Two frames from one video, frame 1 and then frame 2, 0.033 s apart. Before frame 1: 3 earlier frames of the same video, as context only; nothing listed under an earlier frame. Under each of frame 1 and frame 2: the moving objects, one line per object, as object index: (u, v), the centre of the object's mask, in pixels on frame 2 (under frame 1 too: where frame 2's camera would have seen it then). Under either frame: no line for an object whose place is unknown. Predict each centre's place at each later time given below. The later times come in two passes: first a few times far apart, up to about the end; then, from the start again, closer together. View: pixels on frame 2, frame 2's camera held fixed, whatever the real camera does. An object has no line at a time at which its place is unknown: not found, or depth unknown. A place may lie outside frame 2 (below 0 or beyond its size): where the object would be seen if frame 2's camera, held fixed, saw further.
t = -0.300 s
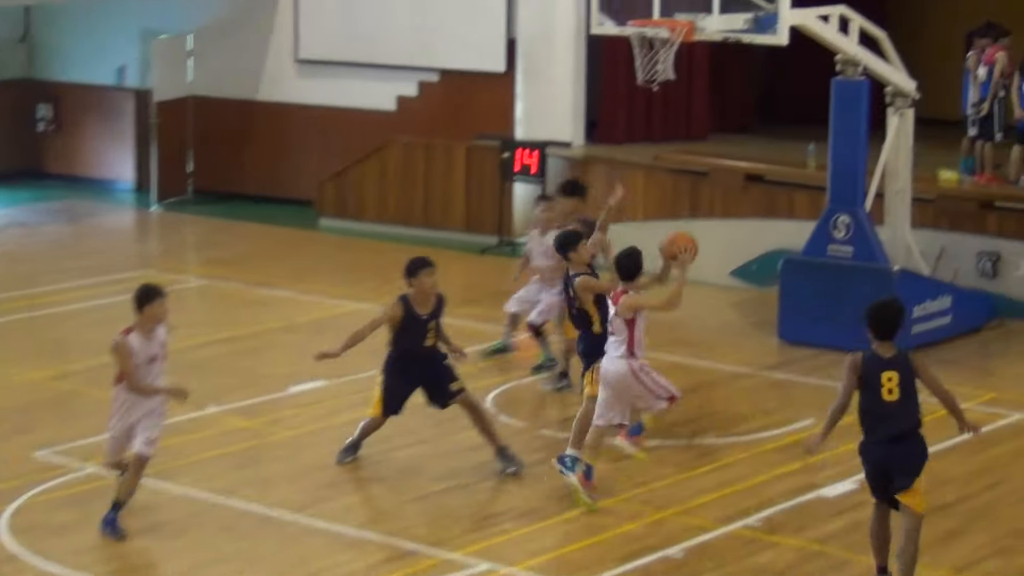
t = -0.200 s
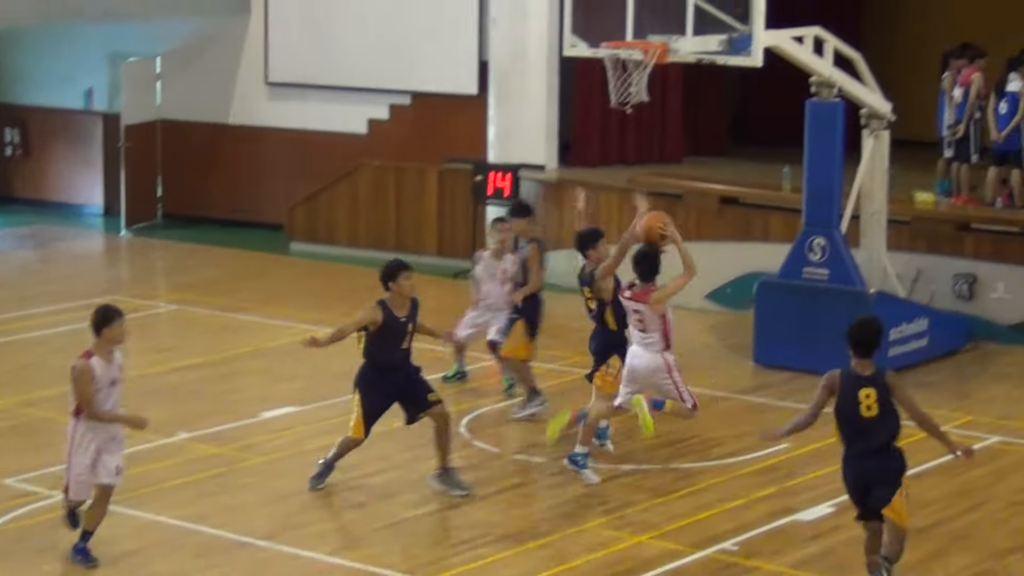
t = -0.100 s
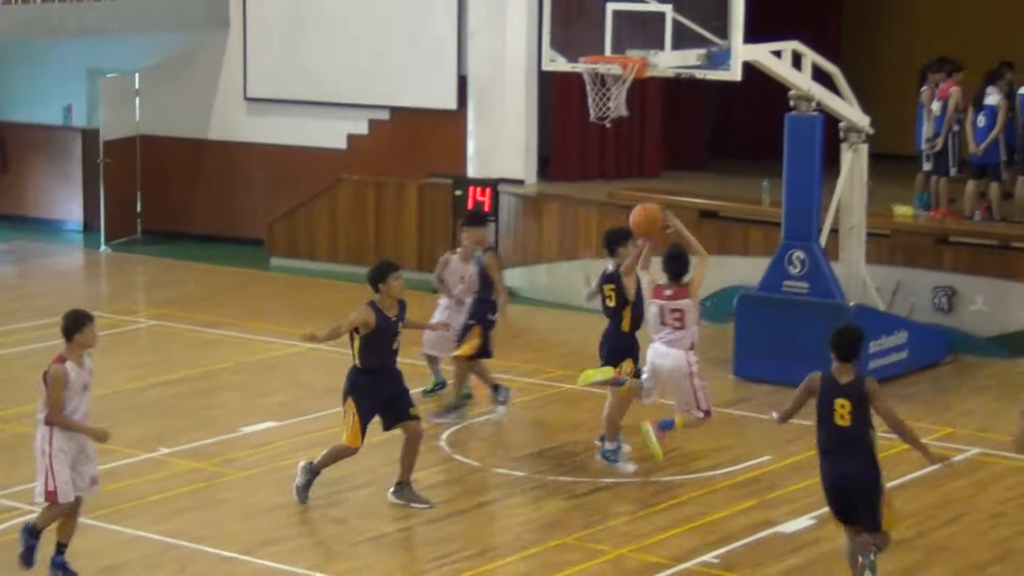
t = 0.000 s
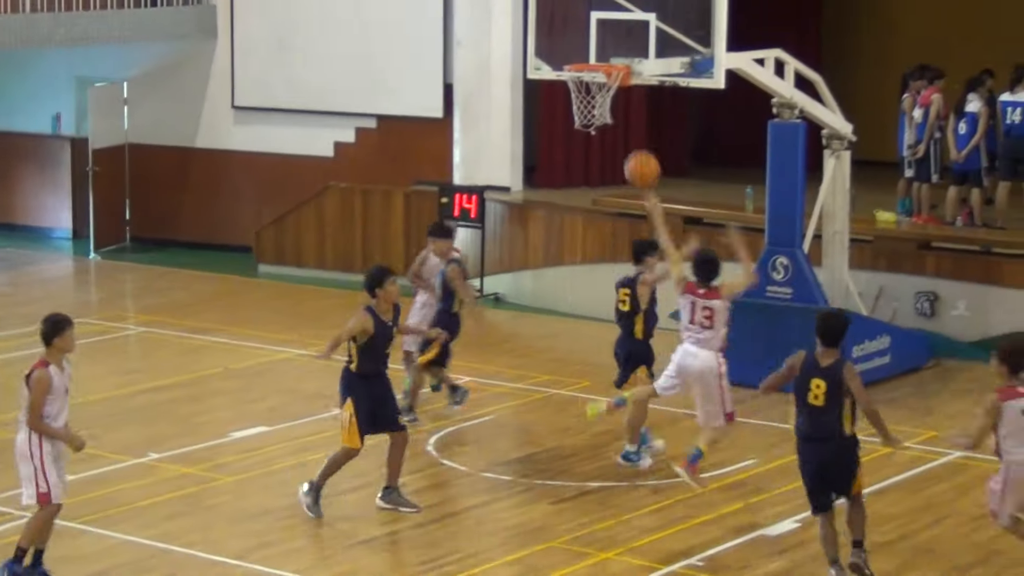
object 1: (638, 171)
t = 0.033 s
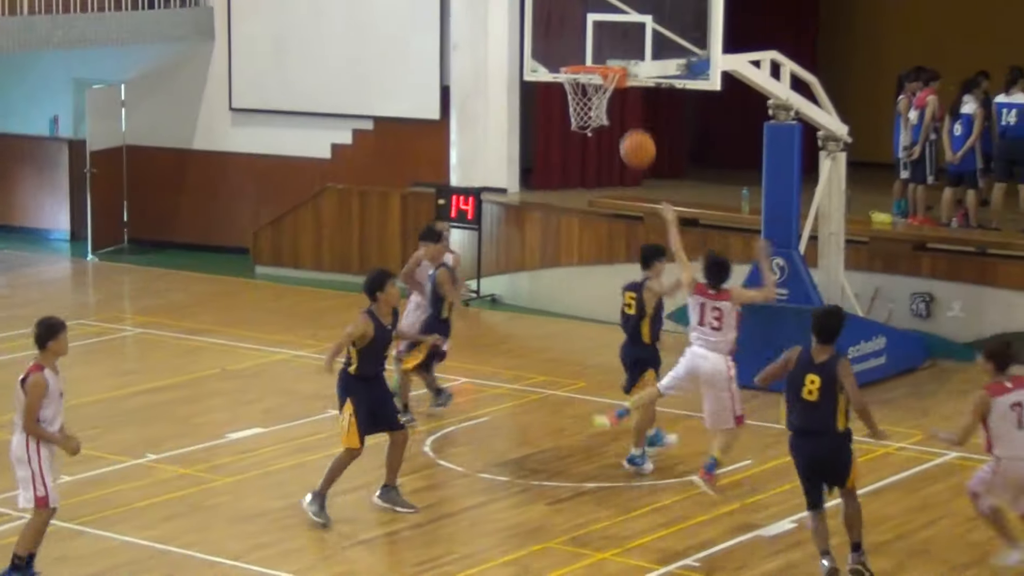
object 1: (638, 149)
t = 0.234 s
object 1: (630, 52)
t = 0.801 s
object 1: (598, 43)
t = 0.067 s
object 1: (637, 129)
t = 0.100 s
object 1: (635, 110)
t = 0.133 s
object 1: (634, 95)
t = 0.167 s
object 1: (635, 79)
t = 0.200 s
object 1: (632, 63)
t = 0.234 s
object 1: (630, 52)
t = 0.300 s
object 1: (628, 34)
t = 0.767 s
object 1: (605, 47)
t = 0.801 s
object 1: (598, 43)
